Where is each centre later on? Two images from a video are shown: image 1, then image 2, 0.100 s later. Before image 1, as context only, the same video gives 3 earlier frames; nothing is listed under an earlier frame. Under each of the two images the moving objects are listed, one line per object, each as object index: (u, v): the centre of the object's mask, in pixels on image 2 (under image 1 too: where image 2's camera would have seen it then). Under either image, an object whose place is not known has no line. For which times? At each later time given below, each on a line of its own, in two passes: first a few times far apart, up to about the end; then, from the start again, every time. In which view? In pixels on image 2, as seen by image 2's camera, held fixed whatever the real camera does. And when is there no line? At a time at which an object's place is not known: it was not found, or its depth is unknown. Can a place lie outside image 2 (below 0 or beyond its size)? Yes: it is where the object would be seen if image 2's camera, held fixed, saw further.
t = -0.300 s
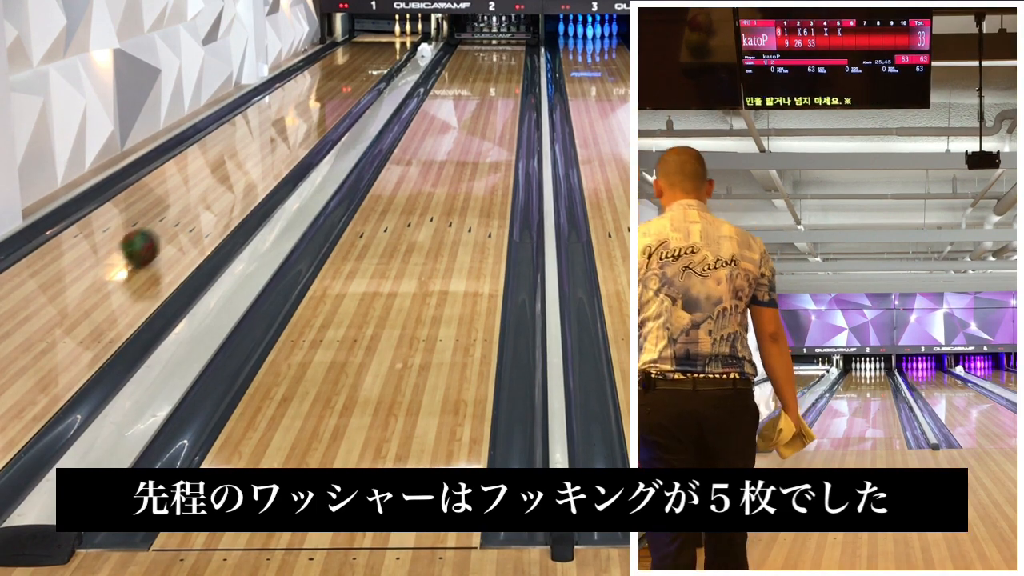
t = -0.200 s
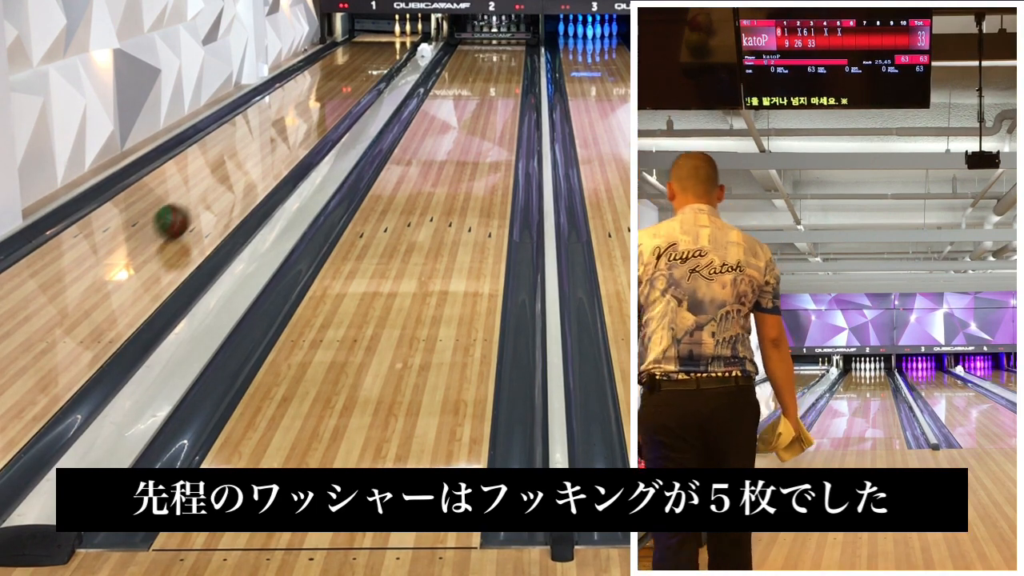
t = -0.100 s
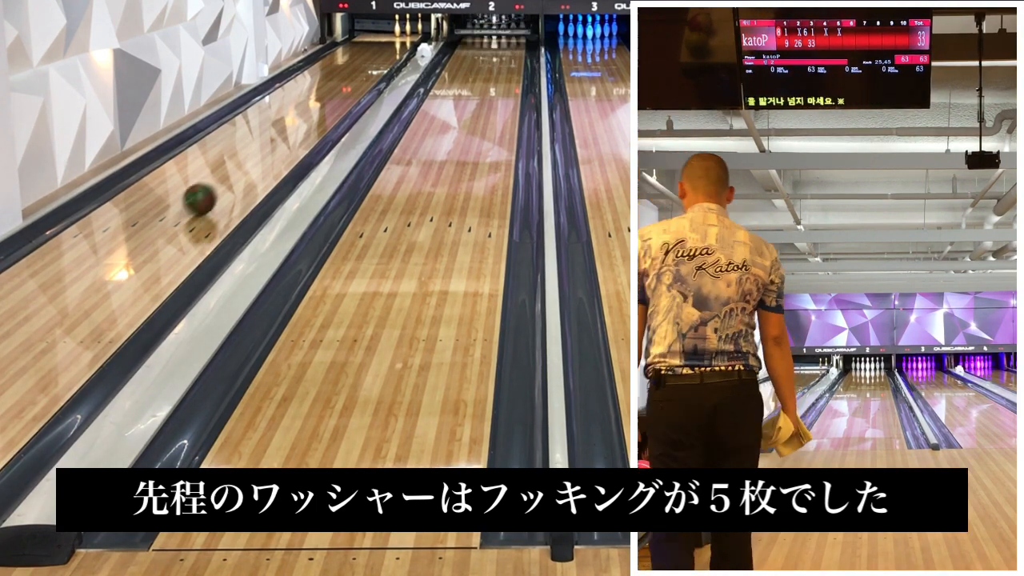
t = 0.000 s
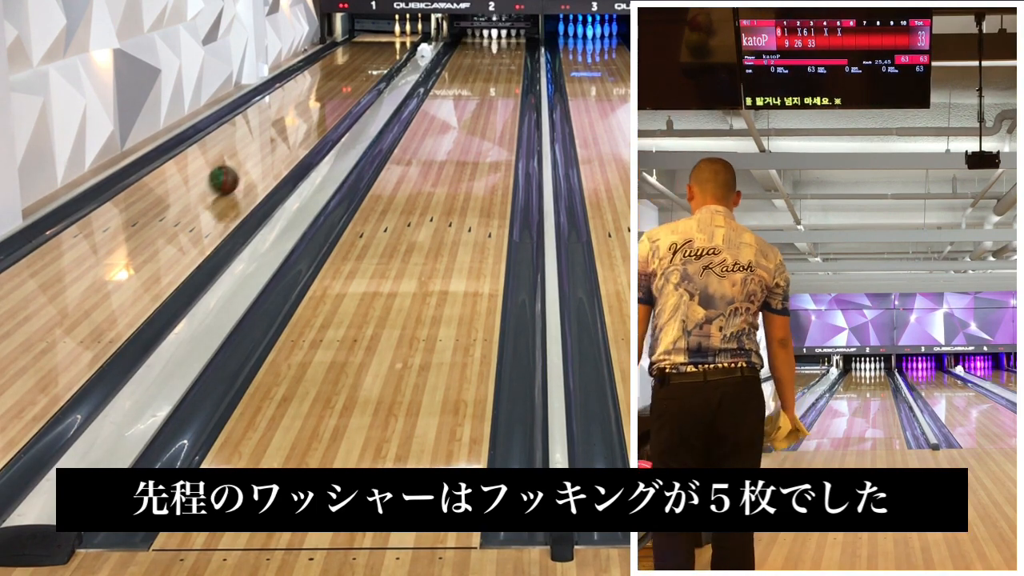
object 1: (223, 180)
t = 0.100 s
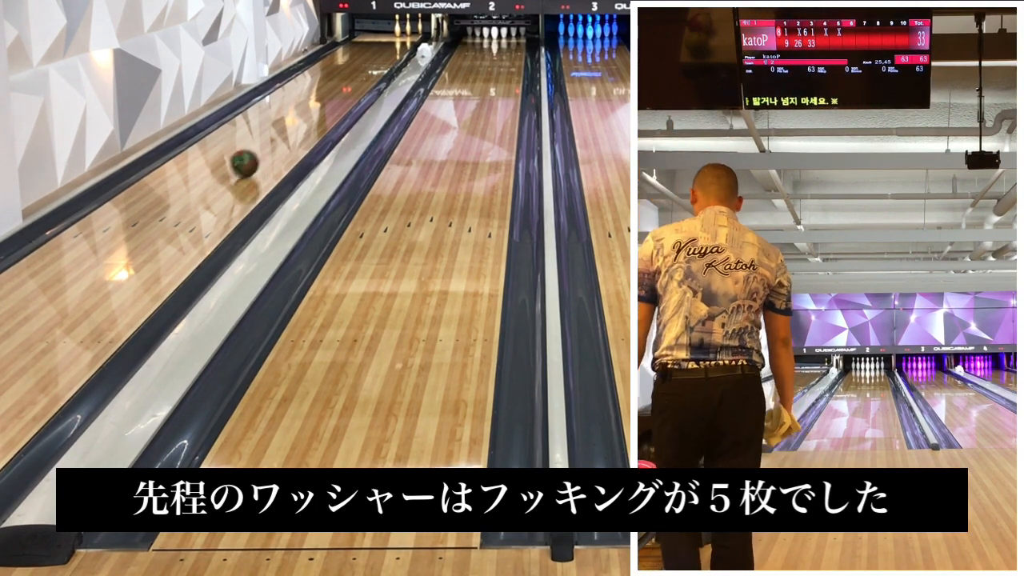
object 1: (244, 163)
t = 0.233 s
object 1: (268, 144)
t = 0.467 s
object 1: (302, 117)
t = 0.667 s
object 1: (324, 99)
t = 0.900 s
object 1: (344, 82)
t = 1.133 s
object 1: (360, 68)
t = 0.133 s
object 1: (250, 159)
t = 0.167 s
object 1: (257, 153)
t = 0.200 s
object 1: (263, 148)
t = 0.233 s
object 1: (268, 144)
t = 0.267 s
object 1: (273, 140)
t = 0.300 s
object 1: (278, 136)
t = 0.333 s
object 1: (283, 132)
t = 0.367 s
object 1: (288, 128)
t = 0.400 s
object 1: (292, 124)
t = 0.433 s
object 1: (297, 121)
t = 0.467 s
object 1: (302, 117)
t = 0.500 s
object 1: (306, 114)
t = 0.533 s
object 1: (309, 111)
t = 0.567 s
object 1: (313, 108)
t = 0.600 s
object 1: (317, 104)
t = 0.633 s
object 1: (320, 102)
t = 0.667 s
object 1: (324, 99)
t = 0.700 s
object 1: (327, 96)
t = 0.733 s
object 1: (330, 93)
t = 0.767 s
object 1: (333, 91)
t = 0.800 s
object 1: (336, 89)
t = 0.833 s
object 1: (338, 87)
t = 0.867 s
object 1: (341, 85)
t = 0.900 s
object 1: (344, 82)
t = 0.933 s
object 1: (347, 79)
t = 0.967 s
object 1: (349, 78)
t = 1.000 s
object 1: (351, 75)
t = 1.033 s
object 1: (354, 74)
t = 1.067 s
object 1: (355, 72)
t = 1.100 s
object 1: (359, 70)
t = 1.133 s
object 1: (360, 68)
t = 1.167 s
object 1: (363, 66)
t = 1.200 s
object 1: (365, 64)
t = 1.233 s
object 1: (366, 63)
